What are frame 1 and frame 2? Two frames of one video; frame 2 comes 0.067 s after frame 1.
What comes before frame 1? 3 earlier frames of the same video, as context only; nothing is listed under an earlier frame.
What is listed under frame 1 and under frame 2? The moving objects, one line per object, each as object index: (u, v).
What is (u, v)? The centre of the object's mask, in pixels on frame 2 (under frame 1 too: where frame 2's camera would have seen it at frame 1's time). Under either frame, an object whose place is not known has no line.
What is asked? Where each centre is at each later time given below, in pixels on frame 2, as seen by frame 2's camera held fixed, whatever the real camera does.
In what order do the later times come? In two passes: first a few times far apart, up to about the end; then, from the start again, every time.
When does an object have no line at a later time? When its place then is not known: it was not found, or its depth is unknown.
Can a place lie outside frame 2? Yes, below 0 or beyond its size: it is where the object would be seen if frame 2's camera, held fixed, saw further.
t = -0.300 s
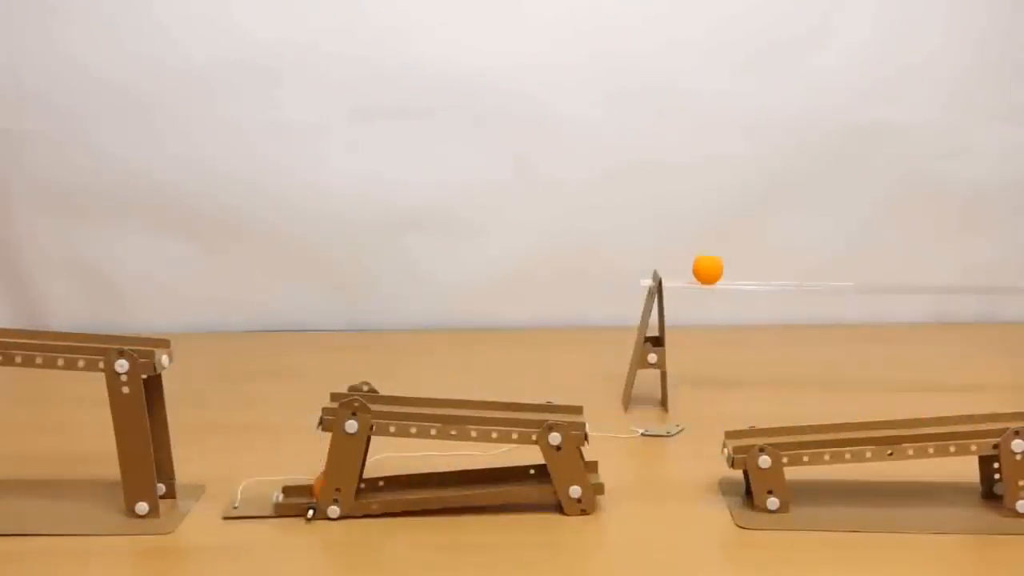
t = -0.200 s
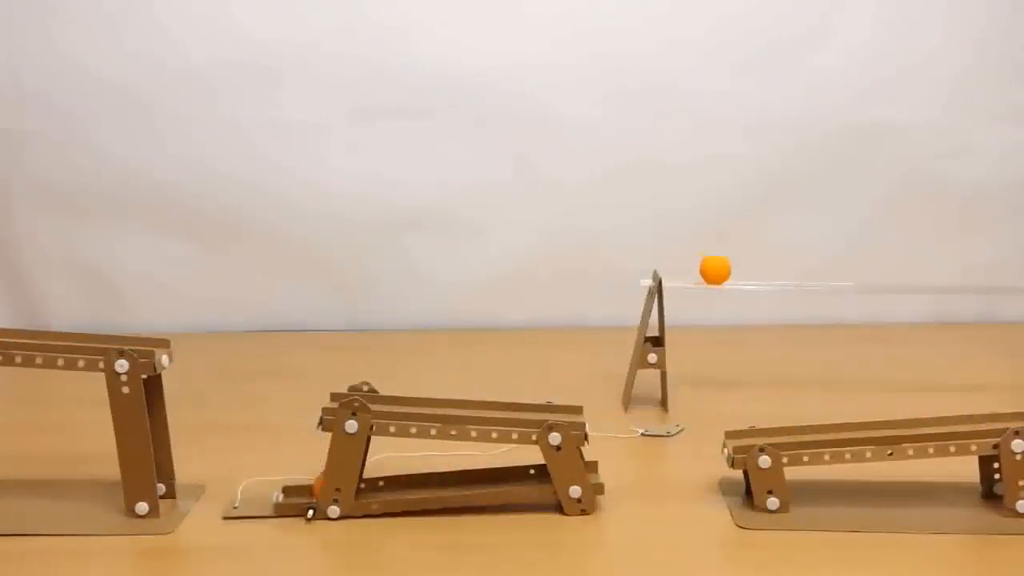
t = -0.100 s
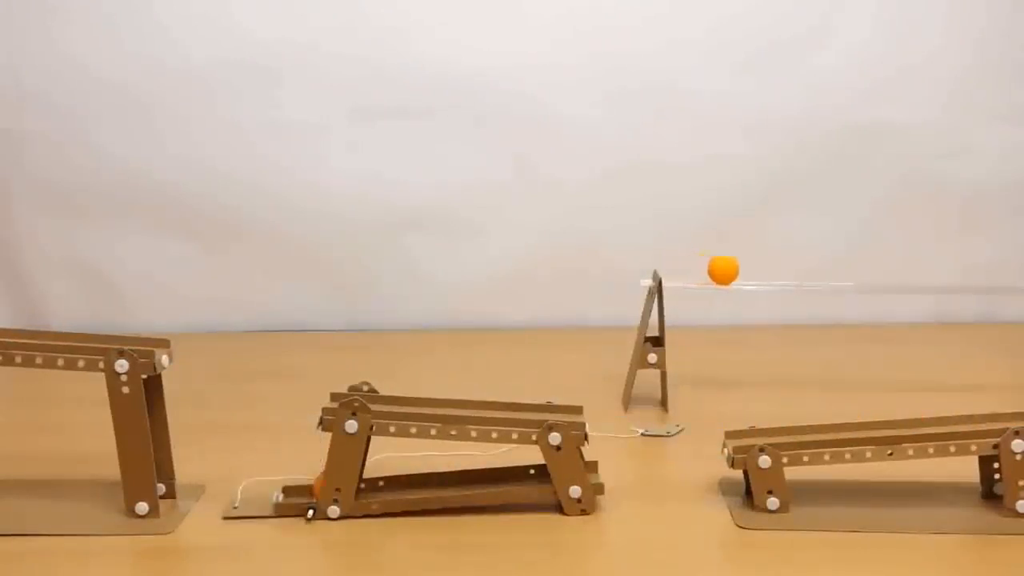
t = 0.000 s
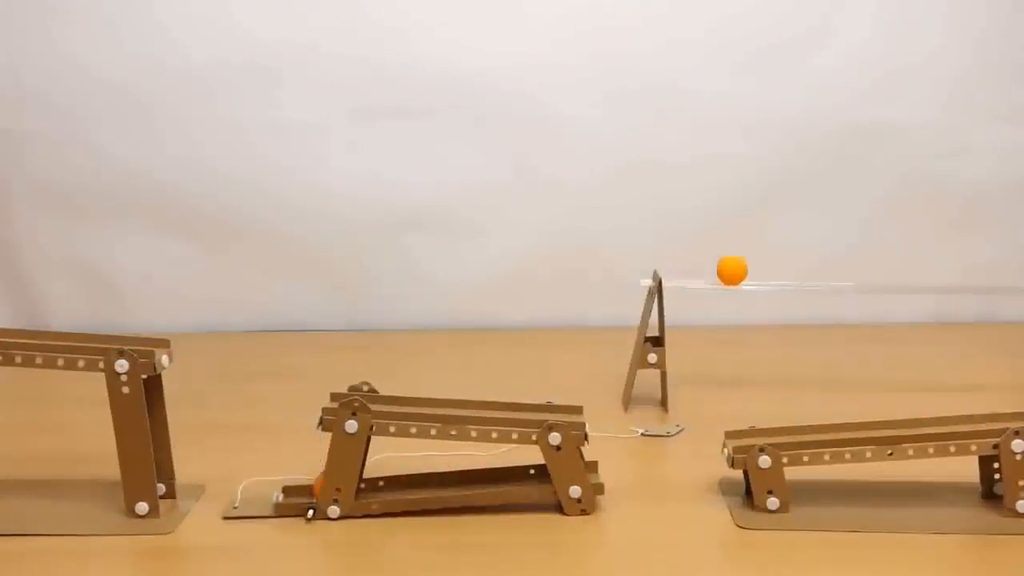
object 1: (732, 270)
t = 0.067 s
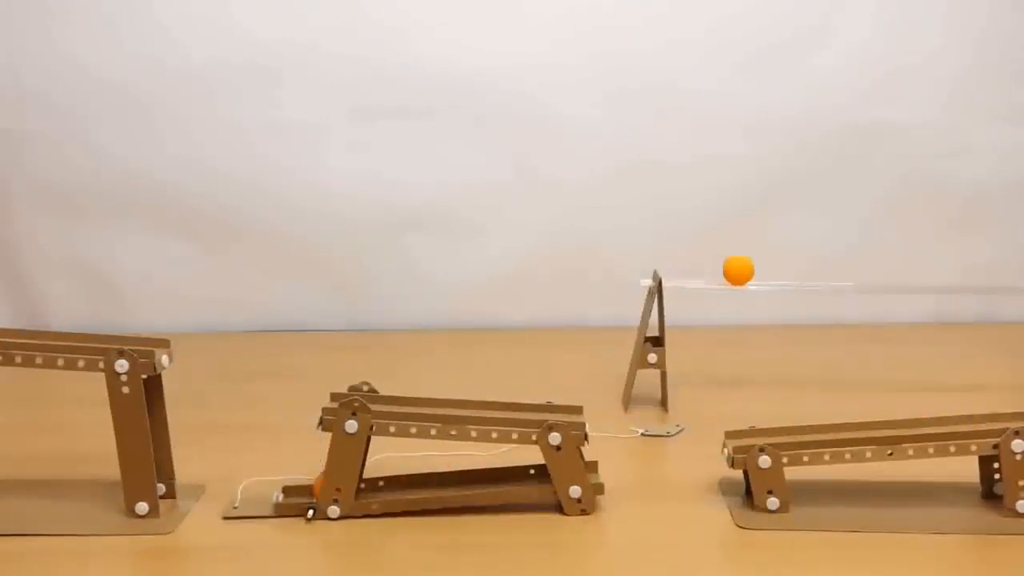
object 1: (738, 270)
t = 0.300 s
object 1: (765, 271)
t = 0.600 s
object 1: (809, 272)
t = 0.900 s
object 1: (858, 272)
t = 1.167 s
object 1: (908, 273)
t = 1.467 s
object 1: (968, 273)
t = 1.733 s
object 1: (1014, 274)
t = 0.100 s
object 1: (742, 270)
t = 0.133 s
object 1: (745, 271)
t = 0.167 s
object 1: (749, 271)
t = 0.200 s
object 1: (752, 270)
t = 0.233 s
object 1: (756, 271)
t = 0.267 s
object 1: (760, 271)
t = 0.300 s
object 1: (765, 271)
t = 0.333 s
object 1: (769, 271)
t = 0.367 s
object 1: (774, 271)
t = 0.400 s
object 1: (779, 271)
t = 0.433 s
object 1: (784, 271)
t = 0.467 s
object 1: (789, 271)
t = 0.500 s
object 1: (794, 271)
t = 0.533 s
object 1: (799, 271)
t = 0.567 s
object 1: (804, 272)
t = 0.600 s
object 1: (809, 272)
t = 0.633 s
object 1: (814, 272)
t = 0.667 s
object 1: (820, 272)
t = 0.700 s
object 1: (824, 272)
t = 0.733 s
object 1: (830, 272)
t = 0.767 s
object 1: (836, 272)
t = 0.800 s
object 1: (841, 272)
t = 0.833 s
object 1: (847, 273)
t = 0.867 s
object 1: (852, 272)
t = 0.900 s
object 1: (858, 272)
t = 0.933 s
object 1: (865, 272)
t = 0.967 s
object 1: (871, 272)
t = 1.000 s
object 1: (877, 273)
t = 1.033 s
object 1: (883, 273)
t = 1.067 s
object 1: (890, 273)
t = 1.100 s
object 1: (896, 273)
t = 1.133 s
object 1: (902, 273)
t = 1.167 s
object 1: (908, 273)
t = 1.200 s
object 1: (915, 273)
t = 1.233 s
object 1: (921, 273)
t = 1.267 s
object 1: (927, 273)
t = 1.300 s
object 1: (934, 273)
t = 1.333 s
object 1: (941, 274)
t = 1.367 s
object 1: (947, 273)
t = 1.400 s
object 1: (954, 273)
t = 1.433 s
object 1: (961, 274)
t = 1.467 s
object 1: (968, 273)
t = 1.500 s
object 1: (975, 273)
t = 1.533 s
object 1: (980, 273)
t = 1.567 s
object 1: (988, 274)
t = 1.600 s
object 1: (994, 274)
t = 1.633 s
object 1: (1001, 274)
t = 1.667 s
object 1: (1007, 274)
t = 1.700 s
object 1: (1011, 273)
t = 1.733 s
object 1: (1014, 274)
